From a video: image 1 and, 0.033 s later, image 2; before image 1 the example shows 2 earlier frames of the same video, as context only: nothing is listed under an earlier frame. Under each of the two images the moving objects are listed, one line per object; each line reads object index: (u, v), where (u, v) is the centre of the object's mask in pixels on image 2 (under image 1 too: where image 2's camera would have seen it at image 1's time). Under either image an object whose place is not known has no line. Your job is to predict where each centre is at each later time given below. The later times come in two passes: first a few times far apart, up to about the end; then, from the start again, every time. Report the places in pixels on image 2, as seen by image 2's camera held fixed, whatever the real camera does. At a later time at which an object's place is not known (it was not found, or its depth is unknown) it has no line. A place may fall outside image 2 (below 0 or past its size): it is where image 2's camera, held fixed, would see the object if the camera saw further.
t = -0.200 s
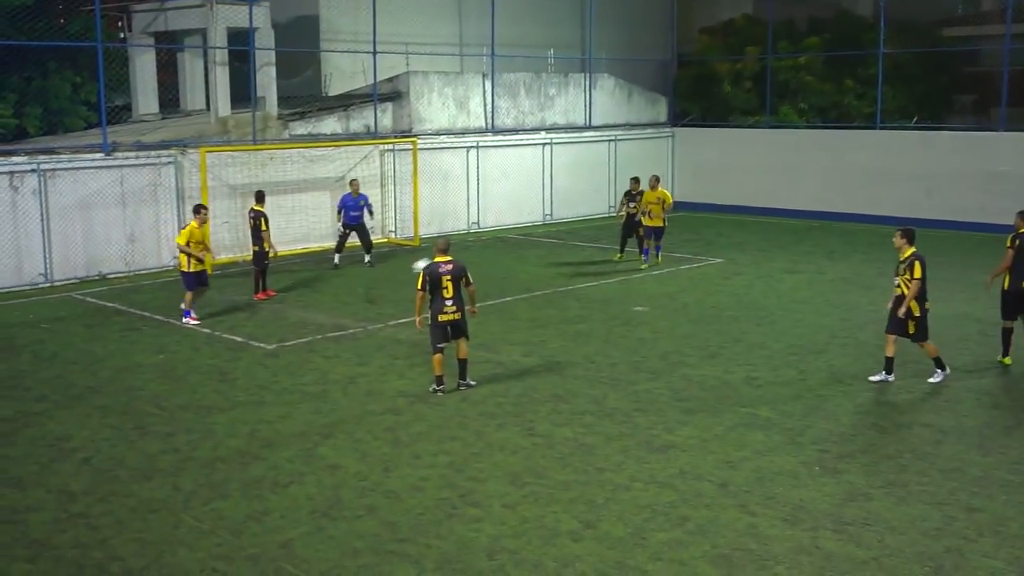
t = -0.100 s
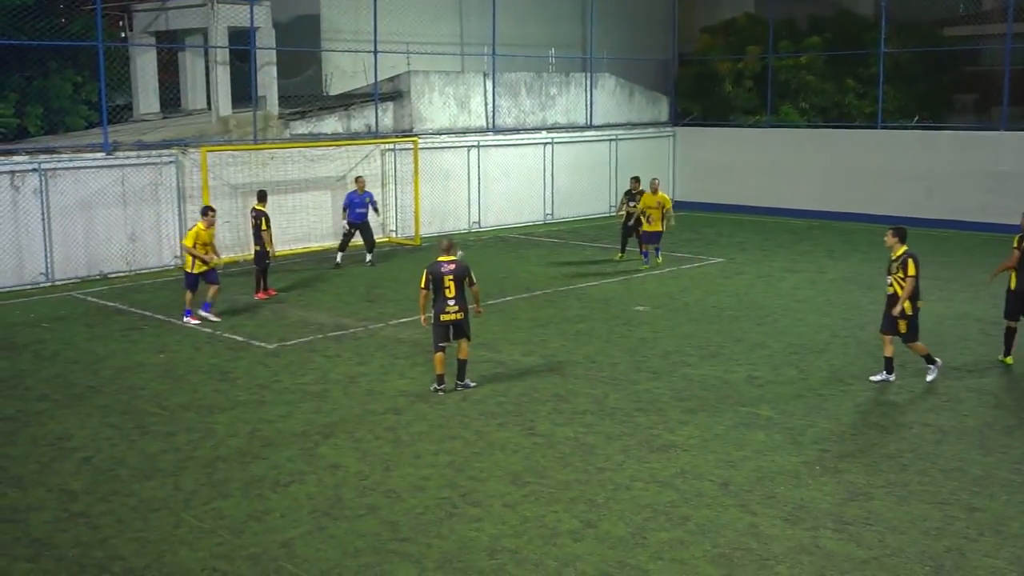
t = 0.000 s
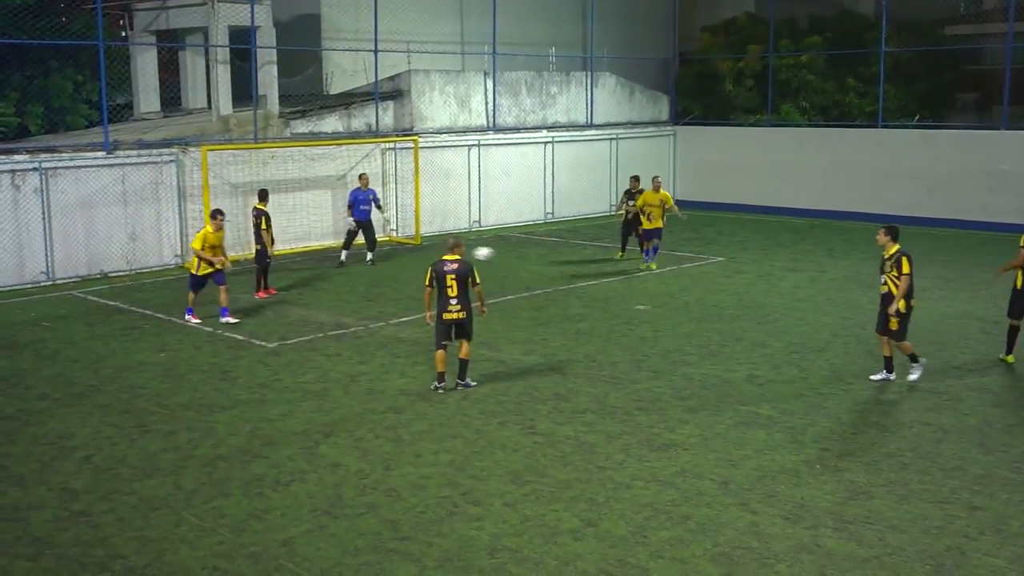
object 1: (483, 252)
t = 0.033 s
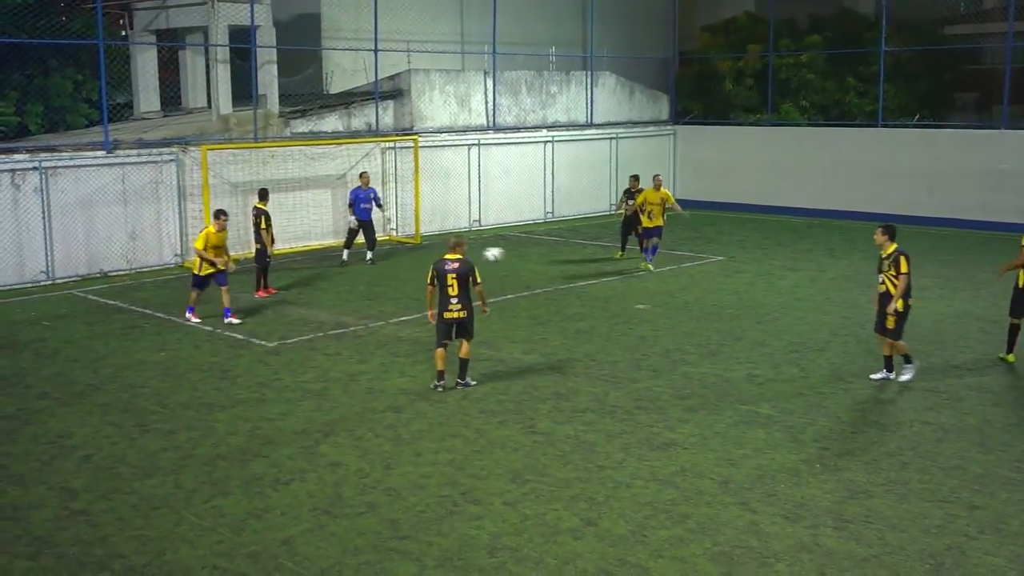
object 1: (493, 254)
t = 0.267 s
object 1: (572, 288)
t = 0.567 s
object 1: (685, 332)
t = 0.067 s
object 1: (504, 255)
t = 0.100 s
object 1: (515, 259)
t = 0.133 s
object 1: (526, 262)
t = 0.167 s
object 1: (537, 267)
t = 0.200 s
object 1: (548, 273)
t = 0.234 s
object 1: (560, 279)
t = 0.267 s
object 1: (572, 288)
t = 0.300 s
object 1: (584, 297)
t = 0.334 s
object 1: (596, 307)
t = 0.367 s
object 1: (608, 318)
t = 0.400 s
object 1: (621, 330)
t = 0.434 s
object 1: (633, 343)
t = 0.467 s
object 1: (646, 346)
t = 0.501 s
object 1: (659, 340)
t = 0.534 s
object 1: (672, 335)
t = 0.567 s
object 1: (685, 332)
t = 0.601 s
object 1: (698, 330)
